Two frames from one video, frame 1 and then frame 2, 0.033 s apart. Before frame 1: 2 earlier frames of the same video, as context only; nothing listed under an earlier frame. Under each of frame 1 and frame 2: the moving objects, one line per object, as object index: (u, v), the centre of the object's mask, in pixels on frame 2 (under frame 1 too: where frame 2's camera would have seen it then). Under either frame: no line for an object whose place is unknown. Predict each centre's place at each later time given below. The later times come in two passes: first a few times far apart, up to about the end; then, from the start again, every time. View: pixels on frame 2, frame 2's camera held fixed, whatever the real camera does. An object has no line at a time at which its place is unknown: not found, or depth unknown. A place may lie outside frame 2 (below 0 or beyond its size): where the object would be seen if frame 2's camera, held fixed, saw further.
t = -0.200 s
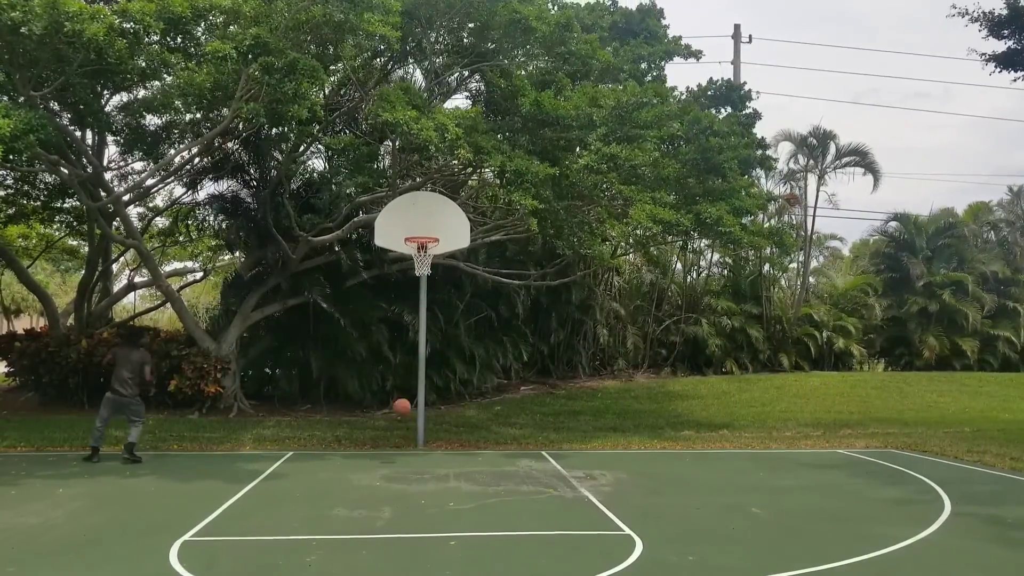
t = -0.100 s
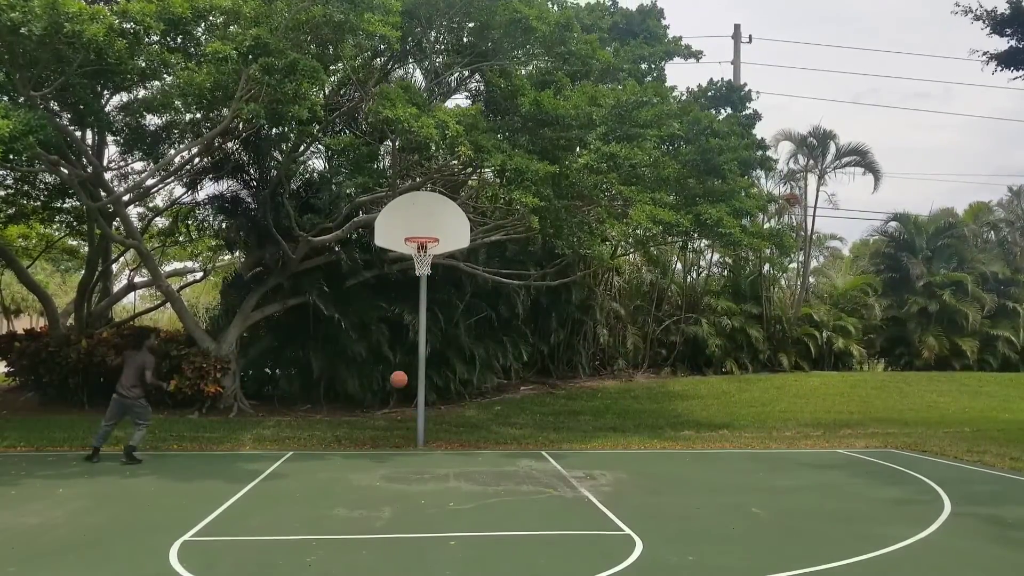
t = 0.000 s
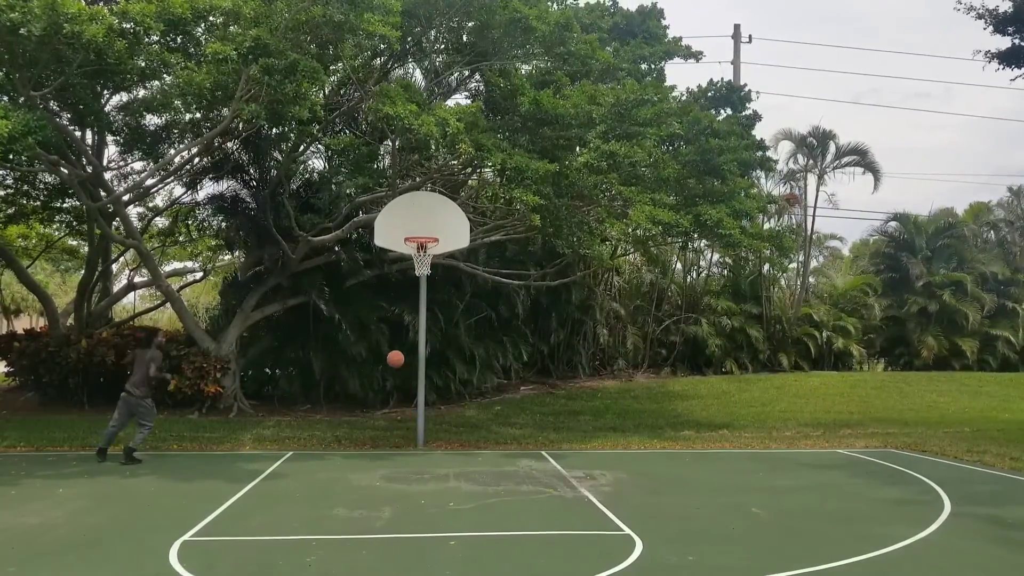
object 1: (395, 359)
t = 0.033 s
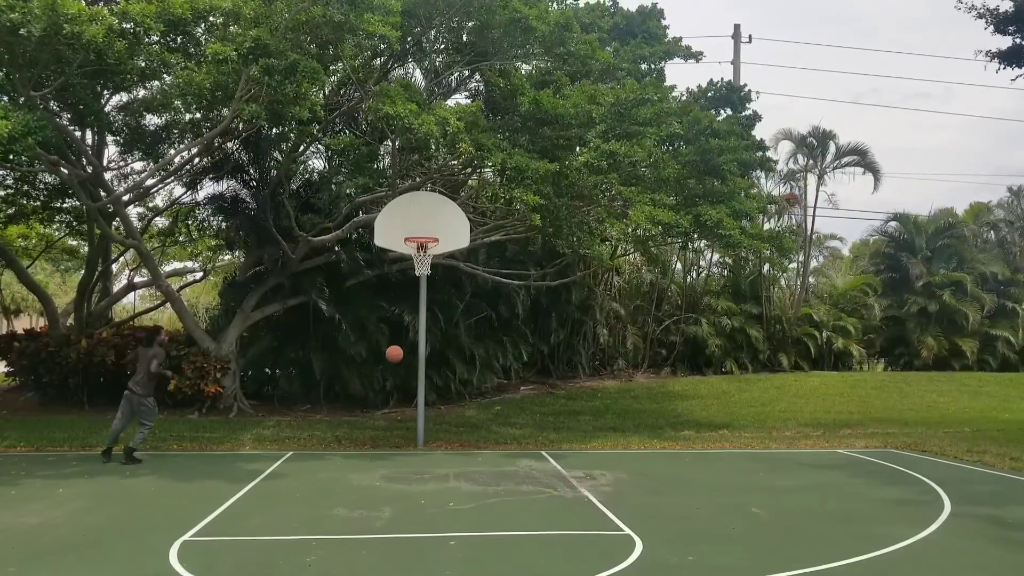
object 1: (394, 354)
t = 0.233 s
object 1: (387, 340)
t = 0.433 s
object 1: (380, 354)
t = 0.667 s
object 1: (372, 409)
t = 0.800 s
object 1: (367, 455)
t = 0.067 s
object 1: (393, 349)
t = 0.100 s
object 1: (392, 346)
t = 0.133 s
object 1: (391, 343)
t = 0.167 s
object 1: (389, 341)
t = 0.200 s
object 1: (388, 340)
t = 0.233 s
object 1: (387, 340)
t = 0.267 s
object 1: (386, 340)
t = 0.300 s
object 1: (385, 341)
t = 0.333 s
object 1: (384, 343)
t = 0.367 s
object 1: (382, 346)
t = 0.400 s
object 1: (381, 350)
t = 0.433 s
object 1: (380, 354)
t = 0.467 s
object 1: (379, 359)
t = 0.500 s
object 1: (378, 365)
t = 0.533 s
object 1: (376, 373)
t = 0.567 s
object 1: (375, 380)
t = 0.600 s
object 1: (374, 389)
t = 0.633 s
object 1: (373, 399)
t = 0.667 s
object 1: (372, 409)
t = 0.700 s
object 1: (370, 419)
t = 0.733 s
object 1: (369, 431)
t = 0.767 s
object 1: (367, 445)
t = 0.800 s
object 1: (367, 455)
